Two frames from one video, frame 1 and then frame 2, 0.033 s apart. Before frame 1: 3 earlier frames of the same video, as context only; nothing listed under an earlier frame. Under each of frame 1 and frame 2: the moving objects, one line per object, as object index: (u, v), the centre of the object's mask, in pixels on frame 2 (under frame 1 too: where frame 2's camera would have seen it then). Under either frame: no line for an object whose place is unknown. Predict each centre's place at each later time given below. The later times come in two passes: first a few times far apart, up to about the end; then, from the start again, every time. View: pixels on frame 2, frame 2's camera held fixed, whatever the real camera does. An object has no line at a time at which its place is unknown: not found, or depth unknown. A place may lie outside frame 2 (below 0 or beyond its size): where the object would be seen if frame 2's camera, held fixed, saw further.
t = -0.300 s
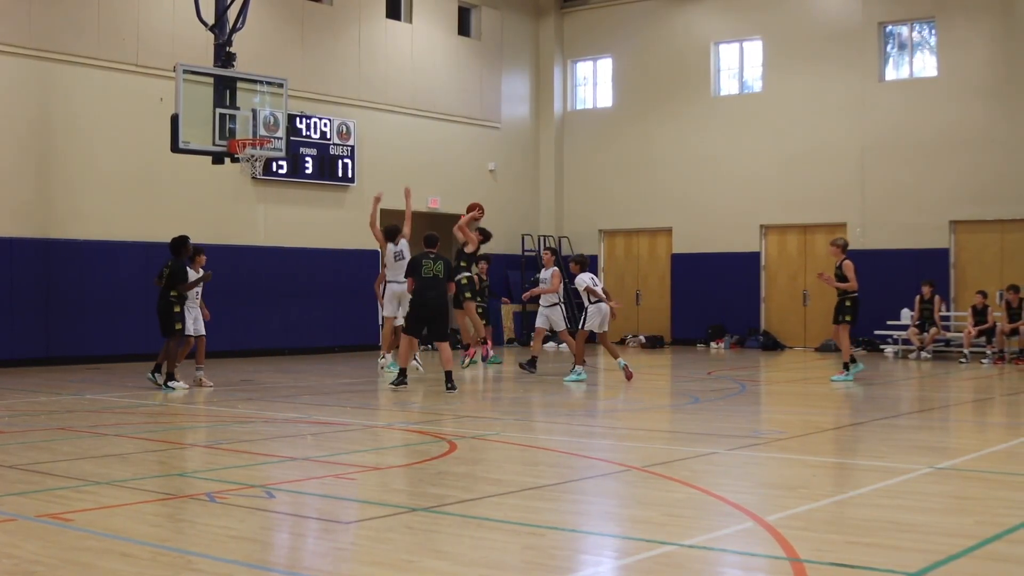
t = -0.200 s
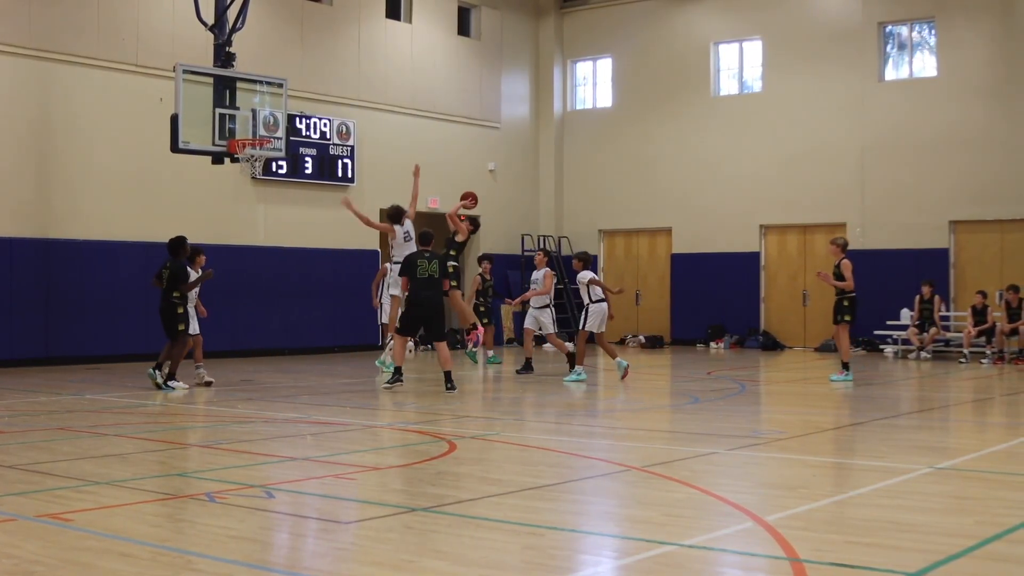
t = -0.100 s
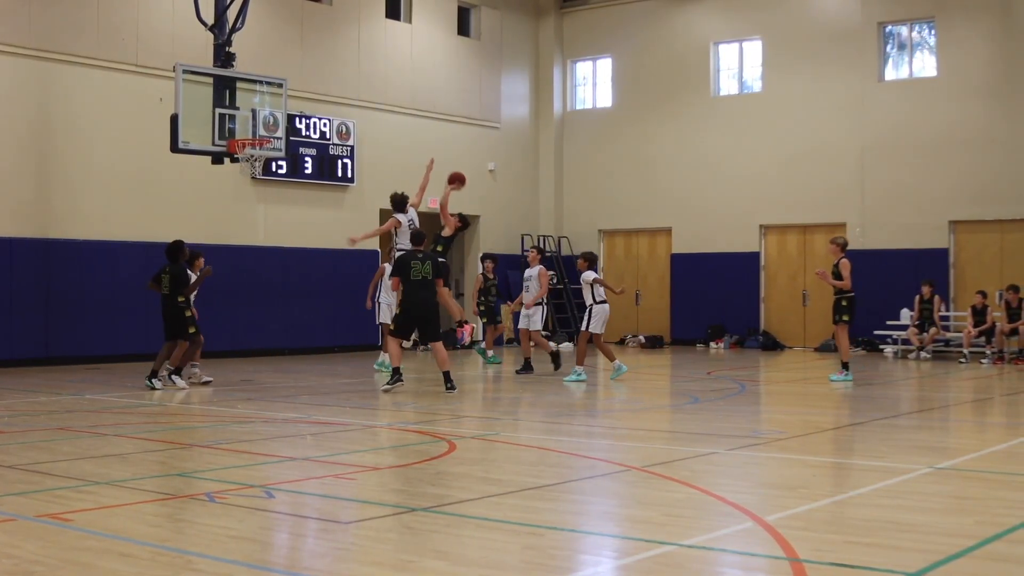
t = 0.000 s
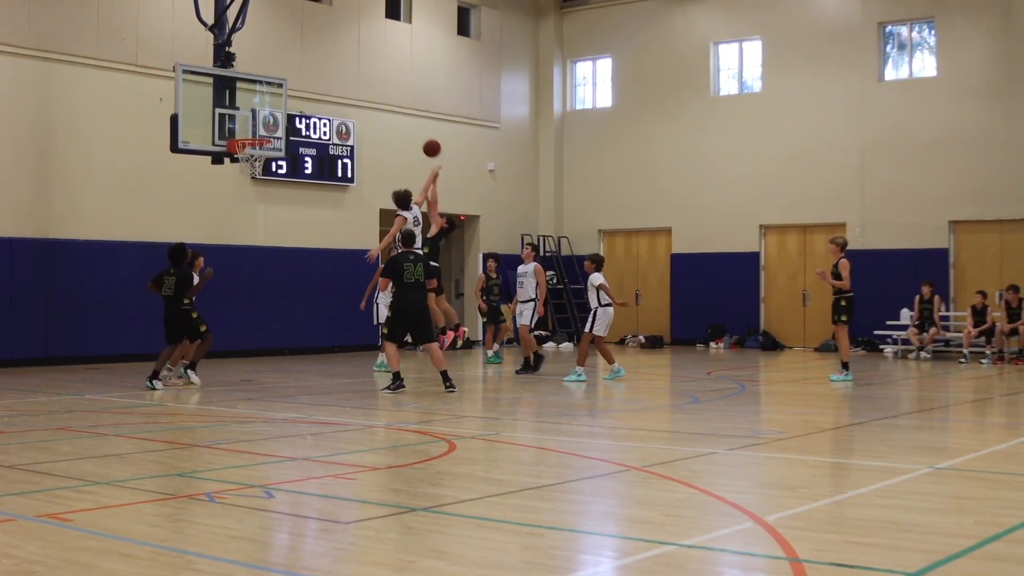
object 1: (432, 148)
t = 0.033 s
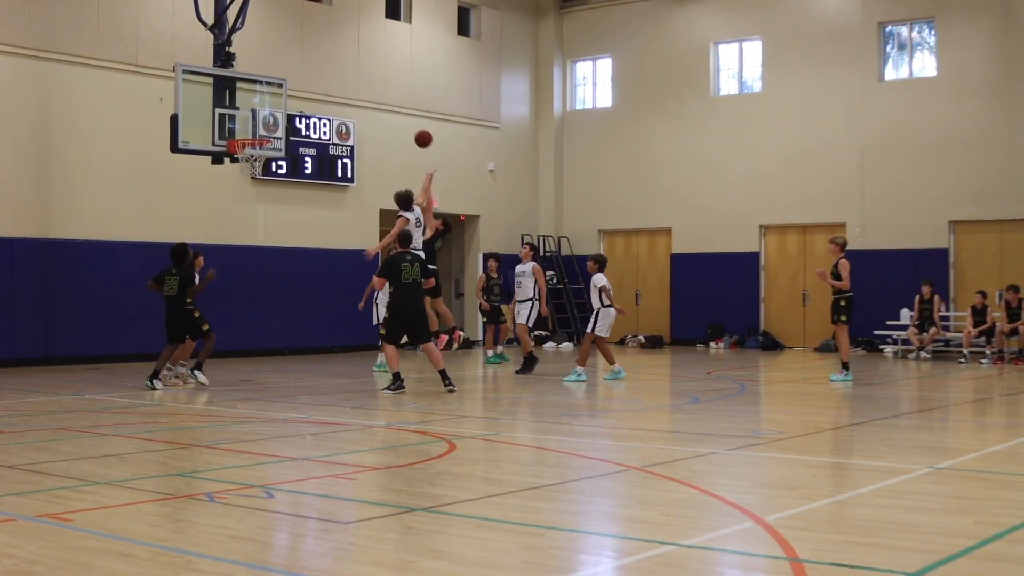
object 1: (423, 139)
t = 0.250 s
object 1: (370, 98)
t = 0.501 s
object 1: (308, 94)
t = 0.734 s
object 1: (286, 124)
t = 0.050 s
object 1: (419, 134)
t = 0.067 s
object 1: (415, 130)
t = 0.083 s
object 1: (411, 126)
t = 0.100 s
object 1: (407, 122)
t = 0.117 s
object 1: (403, 119)
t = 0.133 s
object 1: (399, 116)
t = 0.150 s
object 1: (394, 112)
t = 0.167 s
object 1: (390, 109)
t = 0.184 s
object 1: (386, 107)
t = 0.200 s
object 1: (382, 104)
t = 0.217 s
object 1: (378, 102)
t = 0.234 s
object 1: (374, 100)
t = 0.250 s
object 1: (370, 98)
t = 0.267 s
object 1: (366, 96)
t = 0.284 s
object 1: (361, 95)
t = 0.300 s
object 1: (357, 94)
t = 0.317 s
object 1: (353, 93)
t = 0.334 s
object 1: (349, 92)
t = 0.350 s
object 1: (345, 91)
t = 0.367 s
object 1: (341, 91)
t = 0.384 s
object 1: (337, 90)
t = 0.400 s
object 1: (333, 90)
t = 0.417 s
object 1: (329, 90)
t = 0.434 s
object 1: (325, 91)
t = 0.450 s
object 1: (321, 91)
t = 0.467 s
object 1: (317, 92)
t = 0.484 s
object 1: (312, 93)
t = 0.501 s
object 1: (308, 94)
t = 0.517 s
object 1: (304, 96)
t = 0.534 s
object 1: (300, 97)
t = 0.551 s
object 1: (296, 99)
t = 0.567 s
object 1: (292, 101)
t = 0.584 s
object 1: (288, 103)
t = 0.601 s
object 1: (284, 105)
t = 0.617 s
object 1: (282, 107)
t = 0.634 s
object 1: (283, 109)
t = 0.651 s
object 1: (284, 111)
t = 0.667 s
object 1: (284, 113)
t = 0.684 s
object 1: (285, 115)
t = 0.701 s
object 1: (285, 118)
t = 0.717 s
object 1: (285, 121)
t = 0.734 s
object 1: (286, 124)
